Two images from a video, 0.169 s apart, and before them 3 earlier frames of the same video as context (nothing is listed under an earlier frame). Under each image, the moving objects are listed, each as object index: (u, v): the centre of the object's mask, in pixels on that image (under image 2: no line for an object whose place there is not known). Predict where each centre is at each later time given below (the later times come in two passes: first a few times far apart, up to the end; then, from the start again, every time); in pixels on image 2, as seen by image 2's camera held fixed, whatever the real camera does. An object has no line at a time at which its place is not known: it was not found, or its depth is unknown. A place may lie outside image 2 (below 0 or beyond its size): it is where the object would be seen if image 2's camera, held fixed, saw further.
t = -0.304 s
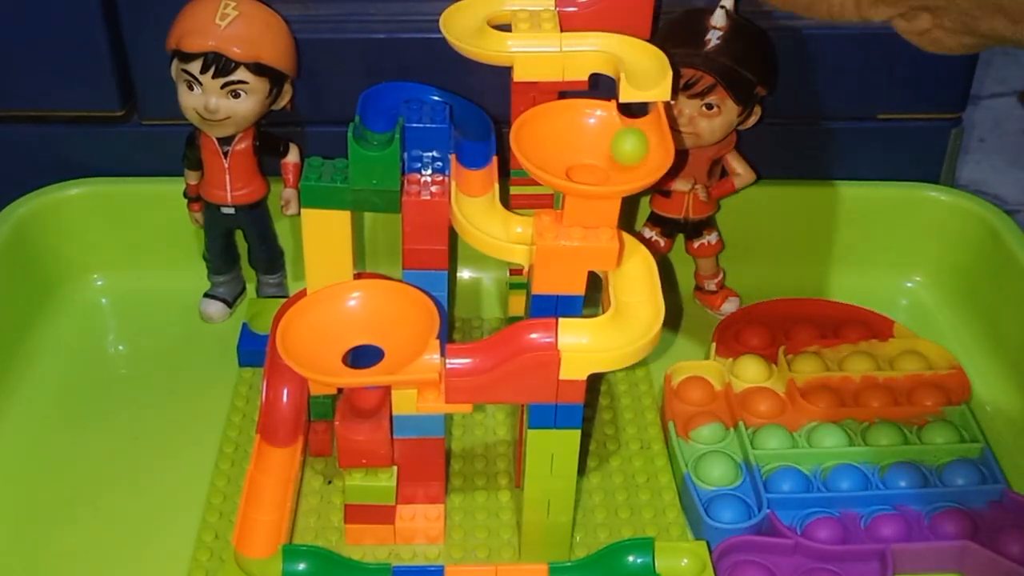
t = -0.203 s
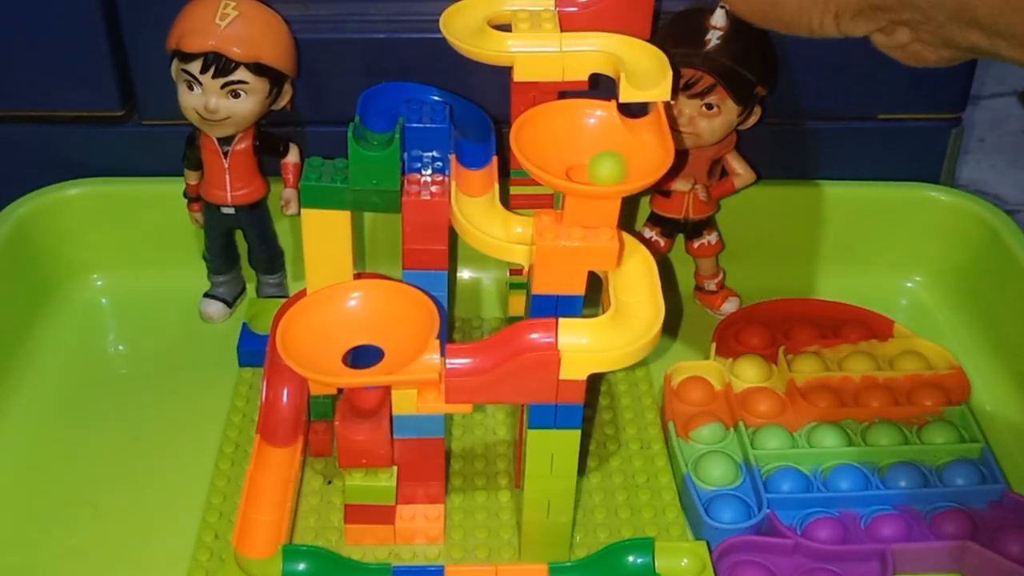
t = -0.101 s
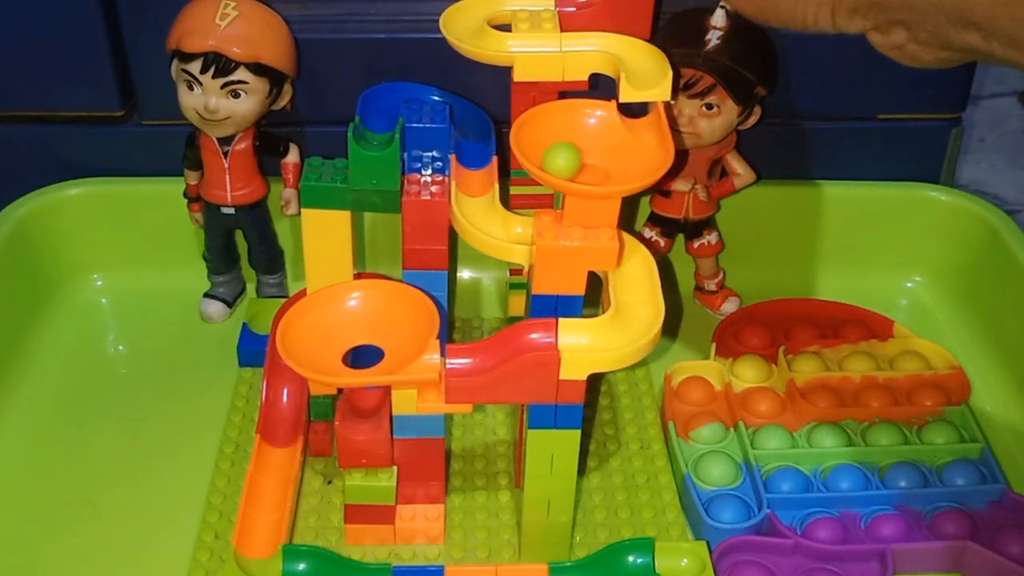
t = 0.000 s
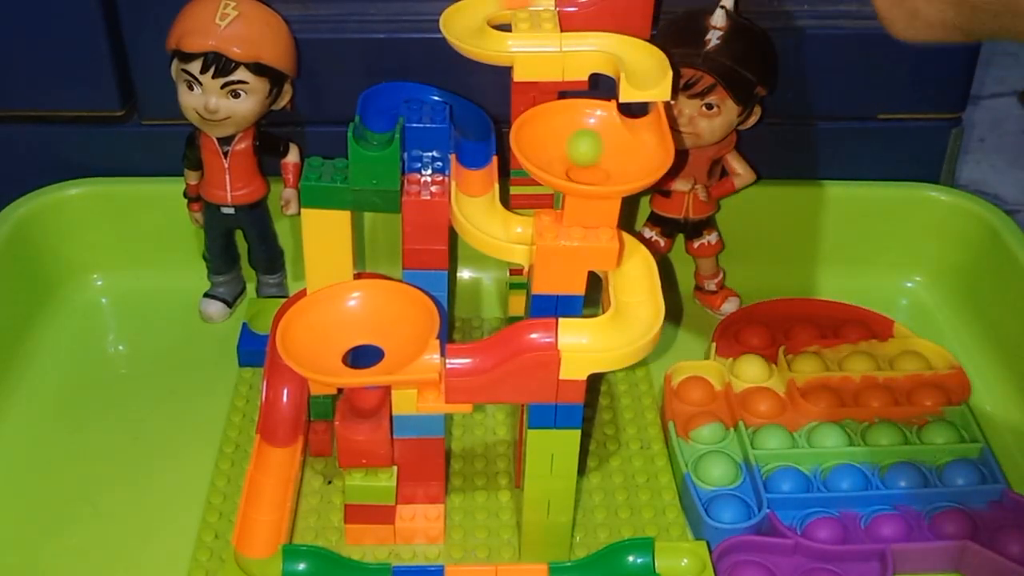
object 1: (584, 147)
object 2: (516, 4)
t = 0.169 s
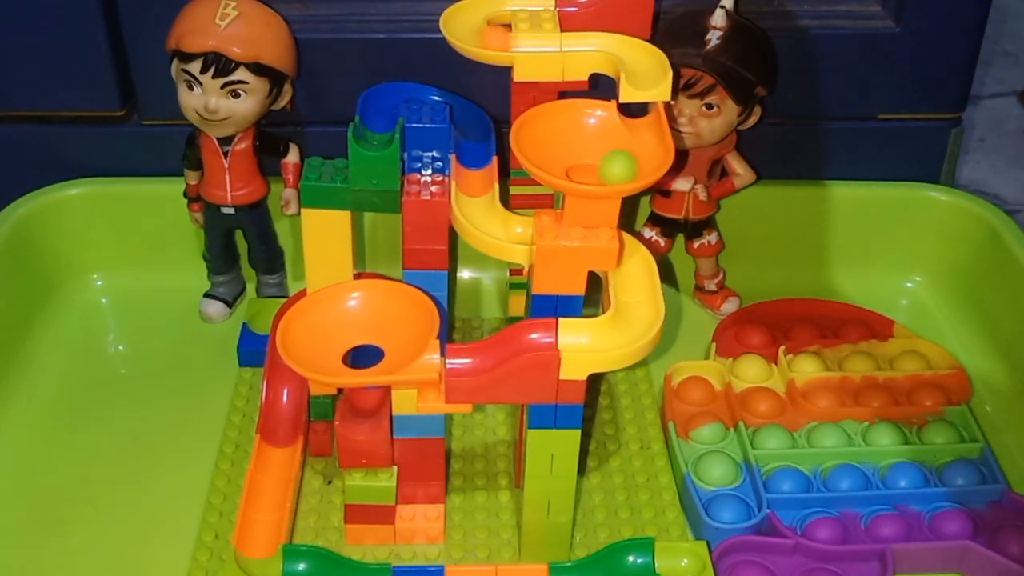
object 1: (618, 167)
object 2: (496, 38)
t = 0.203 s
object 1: (602, 168)
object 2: (524, 38)
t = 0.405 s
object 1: (585, 145)
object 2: (641, 59)
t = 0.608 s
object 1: (577, 167)
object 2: (619, 164)
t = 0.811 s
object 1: (599, 133)
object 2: (591, 166)
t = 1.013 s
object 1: (593, 169)
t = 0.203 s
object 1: (602, 168)
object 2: (524, 38)
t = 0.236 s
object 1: (585, 166)
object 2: (549, 39)
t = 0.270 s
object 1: (571, 160)
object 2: (574, 38)
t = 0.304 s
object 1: (565, 152)
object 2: (598, 38)
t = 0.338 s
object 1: (566, 146)
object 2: (617, 43)
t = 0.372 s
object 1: (572, 143)
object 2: (632, 51)
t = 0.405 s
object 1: (585, 145)
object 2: (641, 59)
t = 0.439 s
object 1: (599, 154)
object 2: (643, 66)
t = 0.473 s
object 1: (602, 163)
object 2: (645, 73)
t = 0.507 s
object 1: (599, 168)
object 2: (646, 99)
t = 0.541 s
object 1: (594, 169)
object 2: (636, 124)
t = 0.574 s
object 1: (589, 169)
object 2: (627, 150)
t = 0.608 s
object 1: (577, 167)
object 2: (619, 164)
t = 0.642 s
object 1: (564, 162)
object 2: (617, 167)
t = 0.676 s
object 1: (559, 159)
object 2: (610, 169)
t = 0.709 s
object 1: (561, 157)
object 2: (599, 169)
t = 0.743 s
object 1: (567, 148)
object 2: (596, 169)
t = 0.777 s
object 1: (580, 138)
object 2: (595, 166)
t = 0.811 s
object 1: (599, 133)
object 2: (591, 166)
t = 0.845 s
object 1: (612, 134)
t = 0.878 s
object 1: (623, 140)
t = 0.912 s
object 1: (625, 151)
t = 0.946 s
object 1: (620, 163)
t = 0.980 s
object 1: (608, 168)
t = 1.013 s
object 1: (593, 169)
